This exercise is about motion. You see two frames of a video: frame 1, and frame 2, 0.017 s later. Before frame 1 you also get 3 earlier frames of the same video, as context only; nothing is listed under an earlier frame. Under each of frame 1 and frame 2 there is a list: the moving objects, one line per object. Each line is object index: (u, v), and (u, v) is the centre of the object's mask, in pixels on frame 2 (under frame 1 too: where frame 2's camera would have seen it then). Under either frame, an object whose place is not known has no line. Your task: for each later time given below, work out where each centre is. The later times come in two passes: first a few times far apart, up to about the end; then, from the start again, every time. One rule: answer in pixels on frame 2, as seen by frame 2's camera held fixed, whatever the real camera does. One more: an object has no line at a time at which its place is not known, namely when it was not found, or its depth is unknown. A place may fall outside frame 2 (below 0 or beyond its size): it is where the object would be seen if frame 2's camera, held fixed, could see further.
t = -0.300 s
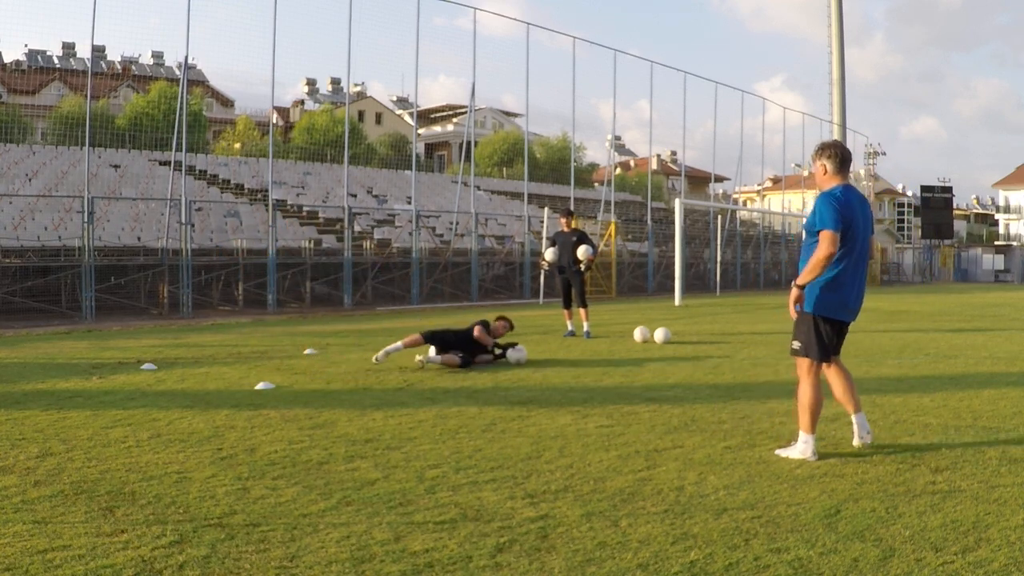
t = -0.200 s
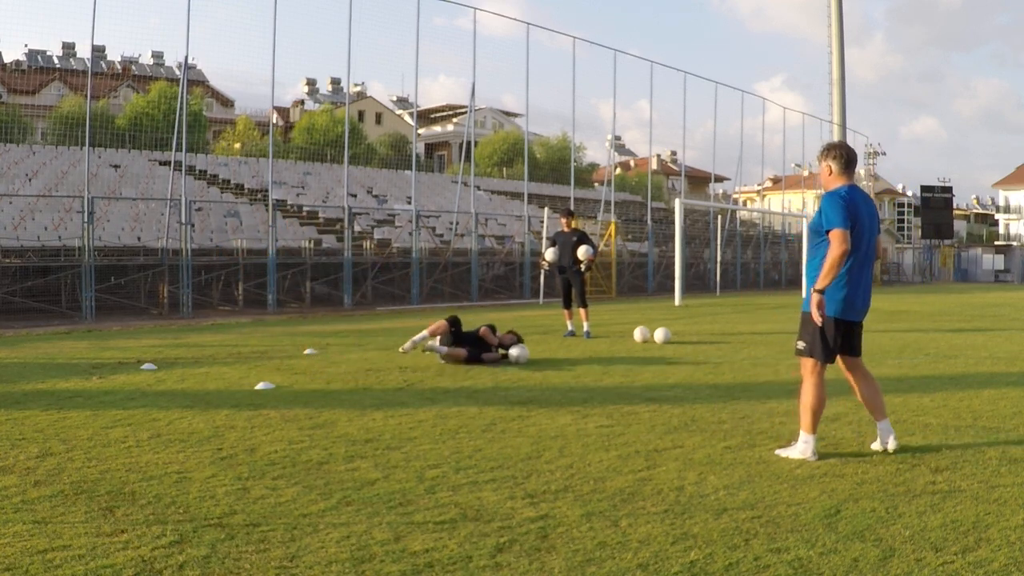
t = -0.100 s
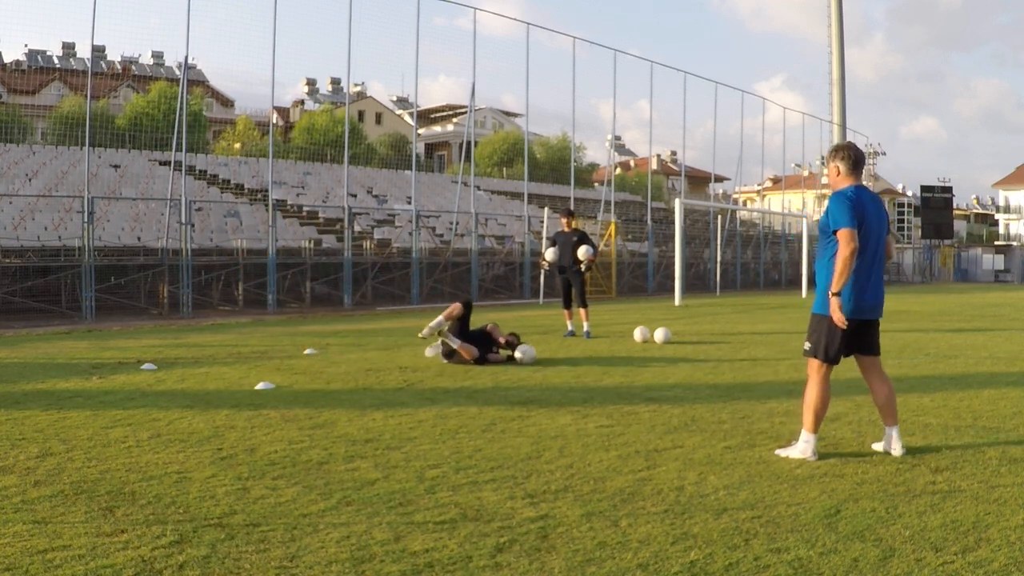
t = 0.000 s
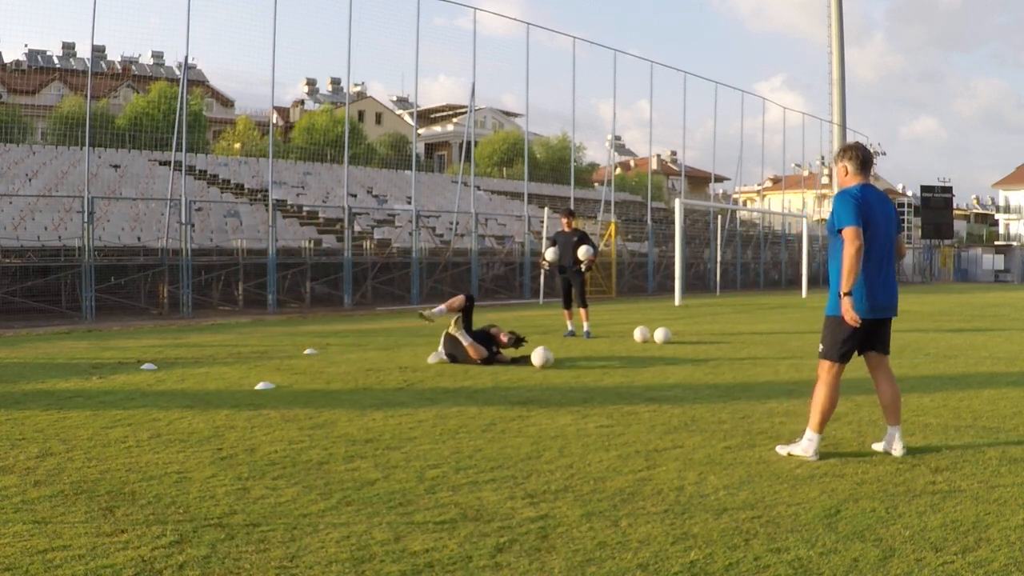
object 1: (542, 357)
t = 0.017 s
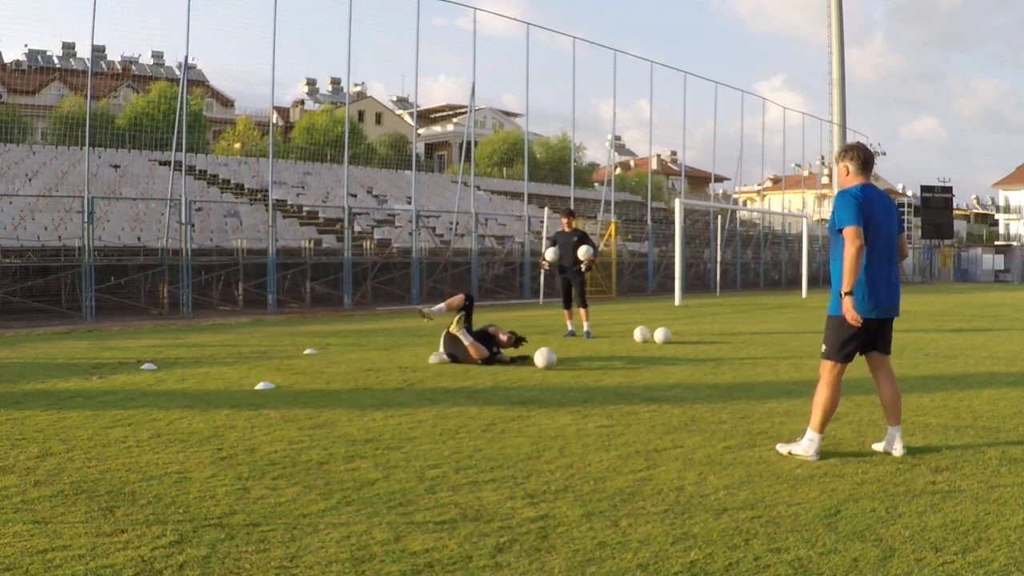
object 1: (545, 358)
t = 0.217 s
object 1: (580, 368)
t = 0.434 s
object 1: (614, 374)
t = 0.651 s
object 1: (647, 383)
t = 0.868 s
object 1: (684, 393)
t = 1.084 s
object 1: (722, 401)
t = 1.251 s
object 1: (752, 408)
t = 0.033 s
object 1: (548, 359)
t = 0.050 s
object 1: (551, 361)
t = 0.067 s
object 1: (554, 362)
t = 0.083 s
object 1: (557, 362)
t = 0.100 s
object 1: (560, 362)
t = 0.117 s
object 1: (563, 363)
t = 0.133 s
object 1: (566, 363)
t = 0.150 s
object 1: (569, 364)
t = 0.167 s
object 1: (572, 365)
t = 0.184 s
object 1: (574, 365)
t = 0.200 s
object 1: (577, 367)
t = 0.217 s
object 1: (580, 368)
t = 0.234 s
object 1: (583, 369)
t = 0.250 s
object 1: (586, 369)
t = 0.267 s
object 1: (588, 369)
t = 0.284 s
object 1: (591, 369)
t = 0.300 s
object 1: (593, 370)
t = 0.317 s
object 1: (596, 371)
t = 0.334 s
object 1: (598, 371)
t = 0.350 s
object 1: (601, 373)
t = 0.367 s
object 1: (604, 374)
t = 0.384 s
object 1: (606, 374)
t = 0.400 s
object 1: (609, 374)
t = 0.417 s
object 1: (611, 374)
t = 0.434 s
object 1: (614, 374)
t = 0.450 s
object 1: (617, 374)
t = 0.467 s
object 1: (619, 375)
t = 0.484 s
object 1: (622, 375)
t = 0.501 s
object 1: (624, 377)
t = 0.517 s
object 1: (627, 378)
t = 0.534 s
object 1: (629, 380)
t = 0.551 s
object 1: (632, 381)
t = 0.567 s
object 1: (634, 381)
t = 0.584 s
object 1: (637, 381)
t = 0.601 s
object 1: (639, 382)
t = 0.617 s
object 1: (642, 382)
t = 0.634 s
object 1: (645, 383)
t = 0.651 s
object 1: (647, 383)
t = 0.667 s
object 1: (650, 384)
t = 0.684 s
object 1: (652, 385)
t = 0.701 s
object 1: (656, 386)
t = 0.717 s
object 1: (659, 387)
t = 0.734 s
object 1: (662, 388)
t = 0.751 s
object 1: (665, 389)
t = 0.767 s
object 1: (667, 389)
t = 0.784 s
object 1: (670, 390)
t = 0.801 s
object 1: (672, 390)
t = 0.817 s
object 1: (675, 391)
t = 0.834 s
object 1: (678, 391)
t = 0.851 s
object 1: (681, 392)
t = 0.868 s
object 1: (684, 393)
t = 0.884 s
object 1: (687, 394)
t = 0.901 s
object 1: (689, 395)
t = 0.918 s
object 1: (692, 395)
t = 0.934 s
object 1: (695, 395)
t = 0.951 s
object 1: (698, 396)
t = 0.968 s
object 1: (701, 396)
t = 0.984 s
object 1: (704, 397)
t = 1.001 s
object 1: (707, 397)
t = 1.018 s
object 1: (711, 398)
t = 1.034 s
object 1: (714, 399)
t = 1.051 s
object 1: (717, 400)
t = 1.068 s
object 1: (719, 401)
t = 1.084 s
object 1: (722, 401)
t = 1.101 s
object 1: (725, 402)
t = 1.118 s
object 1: (728, 402)
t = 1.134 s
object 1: (731, 402)
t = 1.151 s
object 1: (734, 403)
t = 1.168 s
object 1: (737, 405)
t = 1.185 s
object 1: (740, 406)
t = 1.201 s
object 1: (743, 406)
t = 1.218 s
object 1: (746, 406)
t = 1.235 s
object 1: (749, 407)
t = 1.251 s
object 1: (752, 408)
